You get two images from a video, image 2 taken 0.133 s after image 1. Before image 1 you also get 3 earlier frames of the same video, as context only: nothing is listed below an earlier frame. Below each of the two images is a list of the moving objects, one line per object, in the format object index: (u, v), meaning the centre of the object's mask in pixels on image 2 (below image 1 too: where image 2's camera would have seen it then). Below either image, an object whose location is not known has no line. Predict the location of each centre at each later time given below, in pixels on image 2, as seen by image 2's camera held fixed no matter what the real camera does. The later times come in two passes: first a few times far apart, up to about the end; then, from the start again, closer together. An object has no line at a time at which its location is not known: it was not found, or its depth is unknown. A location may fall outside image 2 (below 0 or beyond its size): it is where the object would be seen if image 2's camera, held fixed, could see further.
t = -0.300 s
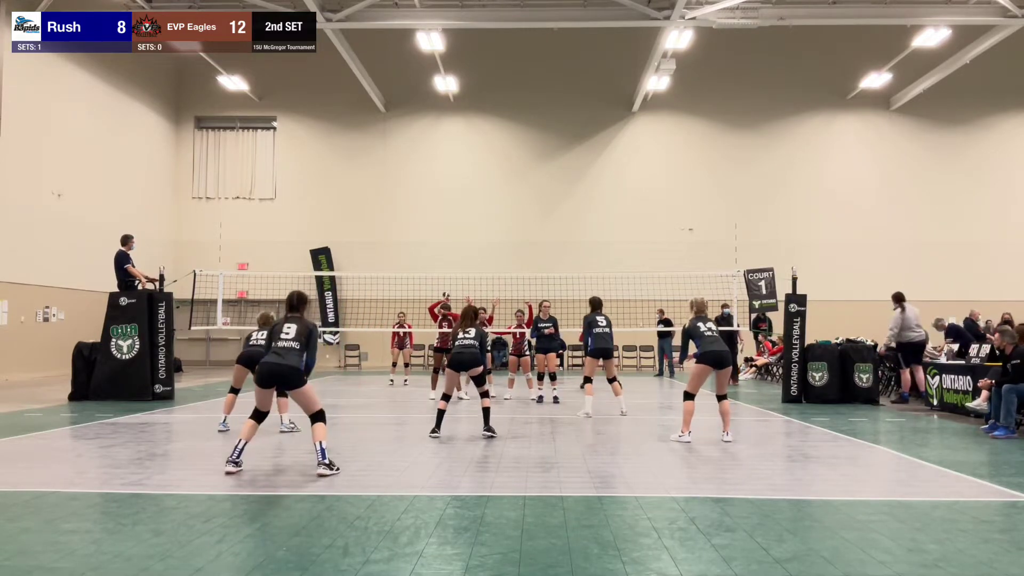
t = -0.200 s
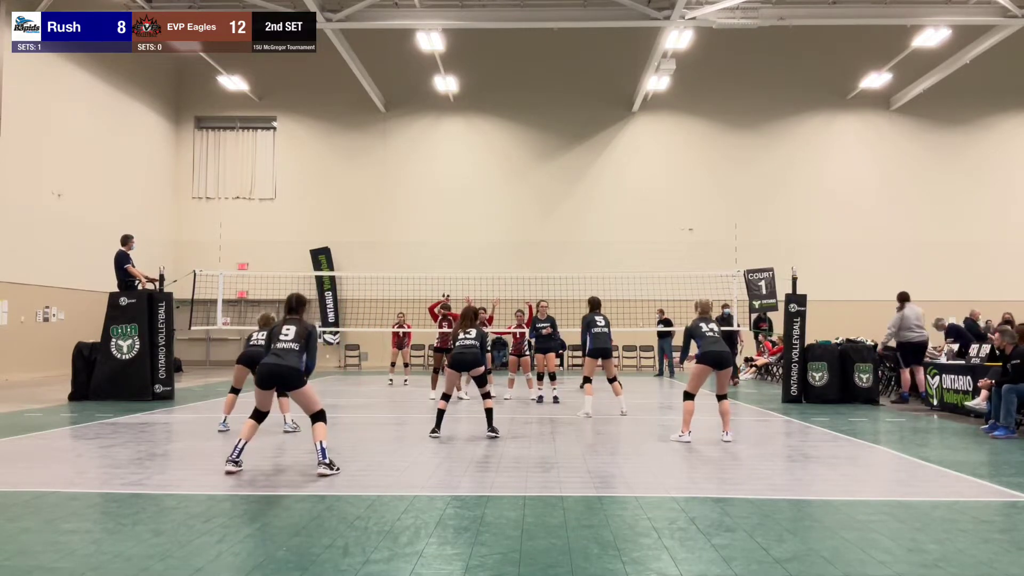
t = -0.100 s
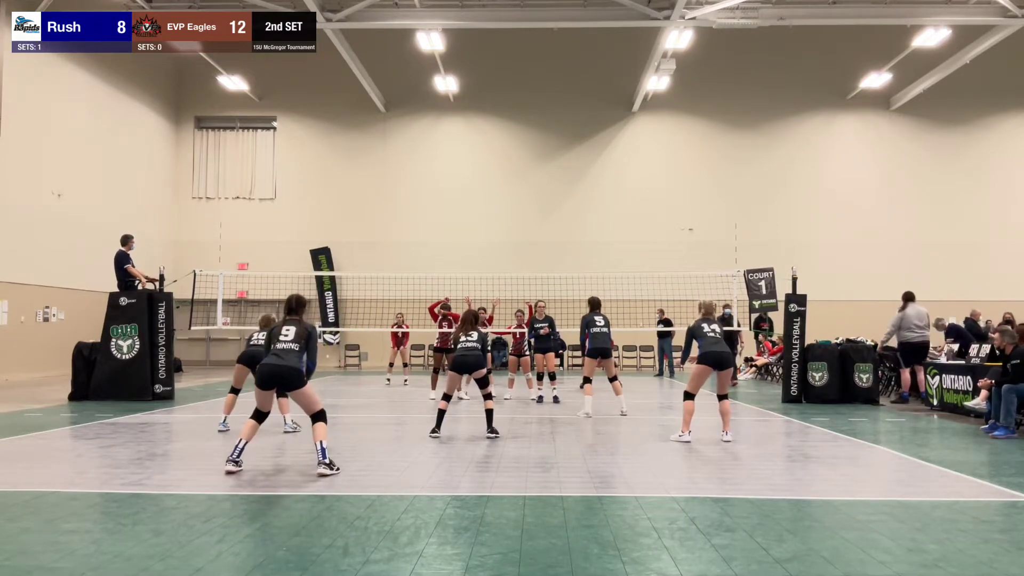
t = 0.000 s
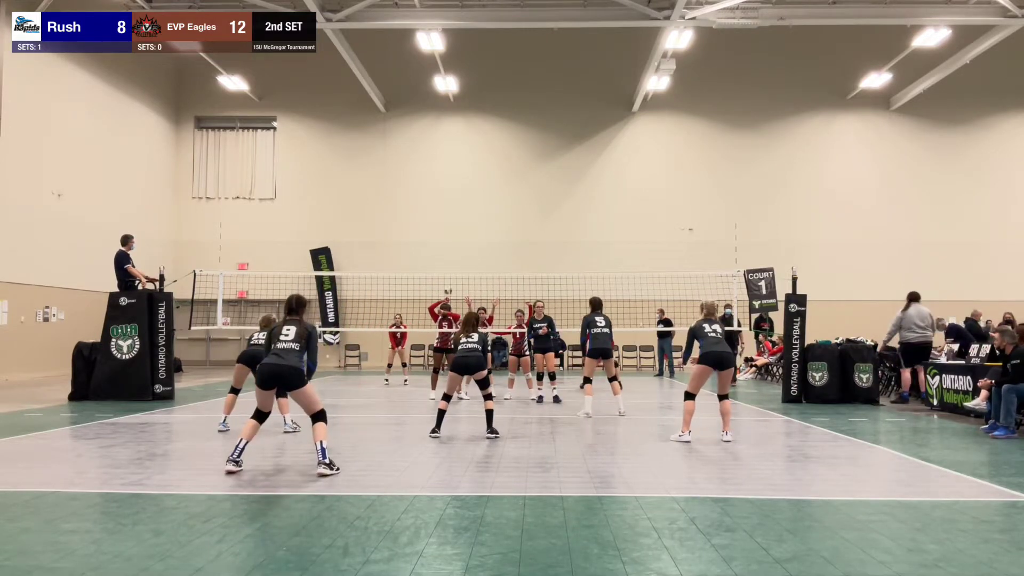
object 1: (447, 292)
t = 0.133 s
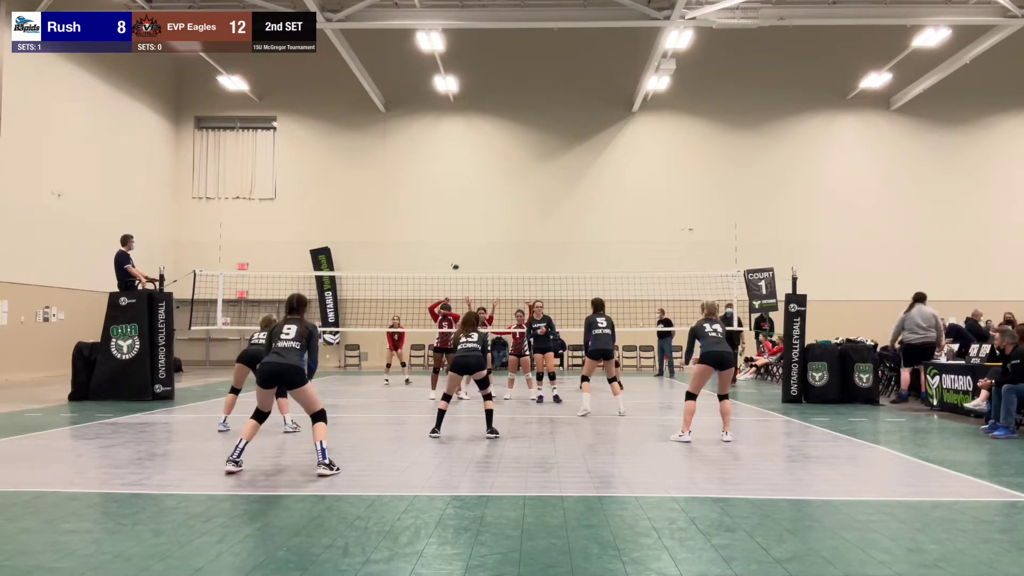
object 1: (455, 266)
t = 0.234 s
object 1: (460, 250)
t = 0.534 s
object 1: (479, 217)
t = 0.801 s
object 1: (500, 221)
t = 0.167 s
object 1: (456, 261)
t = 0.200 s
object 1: (458, 255)
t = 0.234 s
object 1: (460, 250)
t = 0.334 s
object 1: (465, 236)
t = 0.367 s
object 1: (468, 232)
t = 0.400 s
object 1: (470, 229)
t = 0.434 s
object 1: (471, 225)
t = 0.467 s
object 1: (474, 223)
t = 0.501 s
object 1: (476, 220)
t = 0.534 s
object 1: (479, 217)
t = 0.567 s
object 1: (482, 216)
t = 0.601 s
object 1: (485, 214)
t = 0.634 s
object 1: (488, 214)
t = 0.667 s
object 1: (490, 214)
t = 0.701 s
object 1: (493, 214)
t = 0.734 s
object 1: (496, 216)
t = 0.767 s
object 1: (498, 218)
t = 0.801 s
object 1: (500, 221)
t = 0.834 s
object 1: (504, 226)
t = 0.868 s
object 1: (507, 231)
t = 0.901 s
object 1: (510, 237)
